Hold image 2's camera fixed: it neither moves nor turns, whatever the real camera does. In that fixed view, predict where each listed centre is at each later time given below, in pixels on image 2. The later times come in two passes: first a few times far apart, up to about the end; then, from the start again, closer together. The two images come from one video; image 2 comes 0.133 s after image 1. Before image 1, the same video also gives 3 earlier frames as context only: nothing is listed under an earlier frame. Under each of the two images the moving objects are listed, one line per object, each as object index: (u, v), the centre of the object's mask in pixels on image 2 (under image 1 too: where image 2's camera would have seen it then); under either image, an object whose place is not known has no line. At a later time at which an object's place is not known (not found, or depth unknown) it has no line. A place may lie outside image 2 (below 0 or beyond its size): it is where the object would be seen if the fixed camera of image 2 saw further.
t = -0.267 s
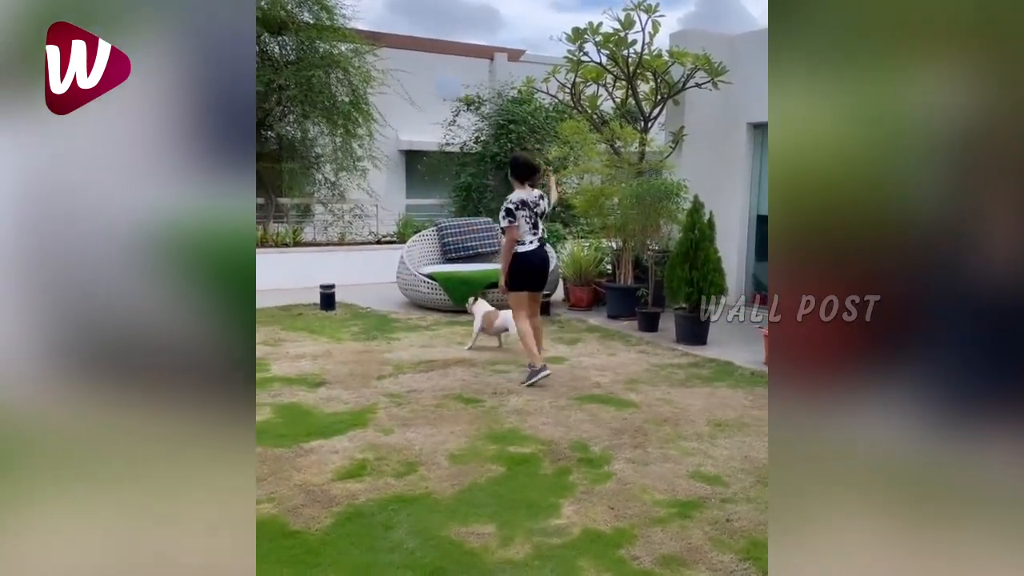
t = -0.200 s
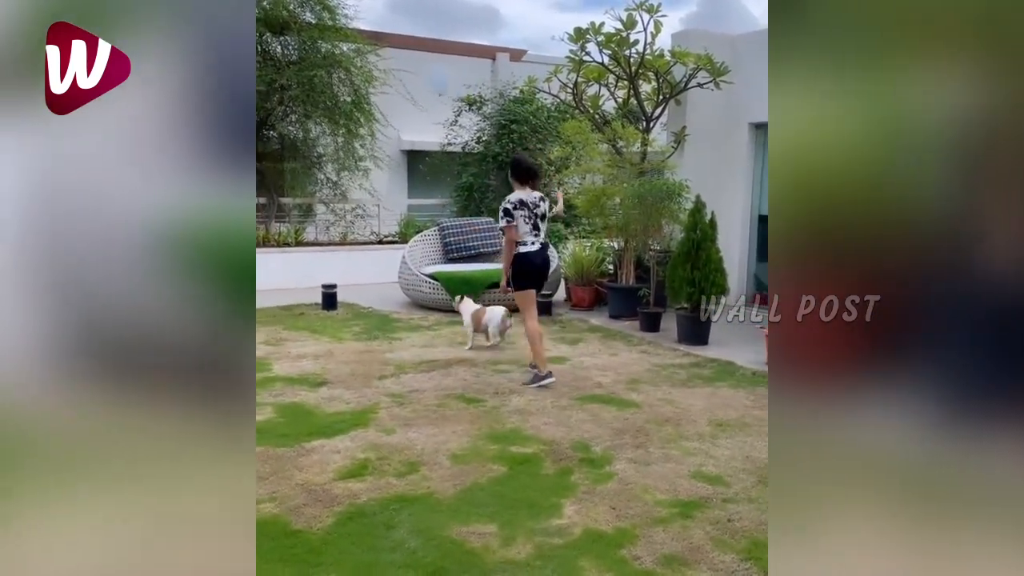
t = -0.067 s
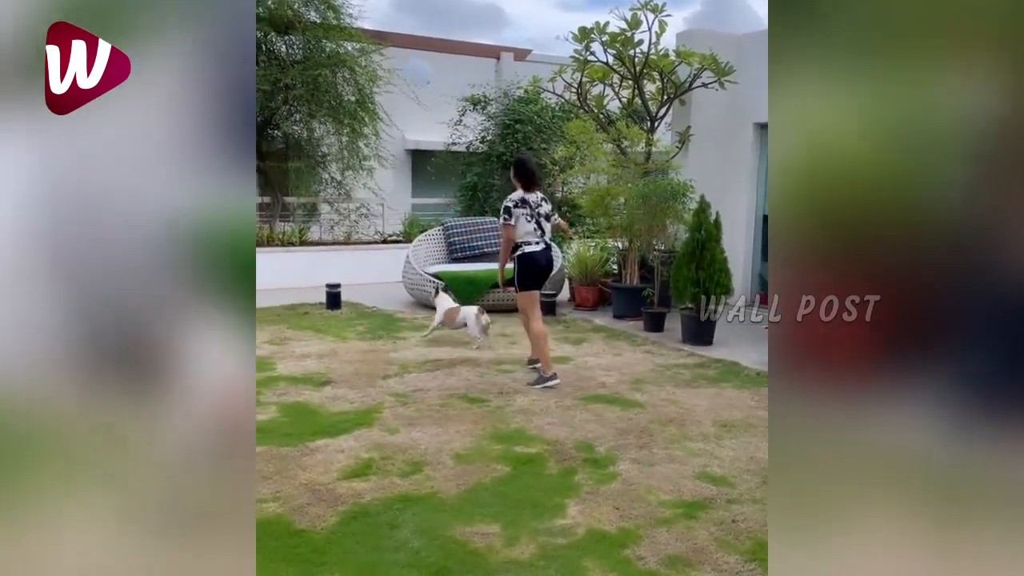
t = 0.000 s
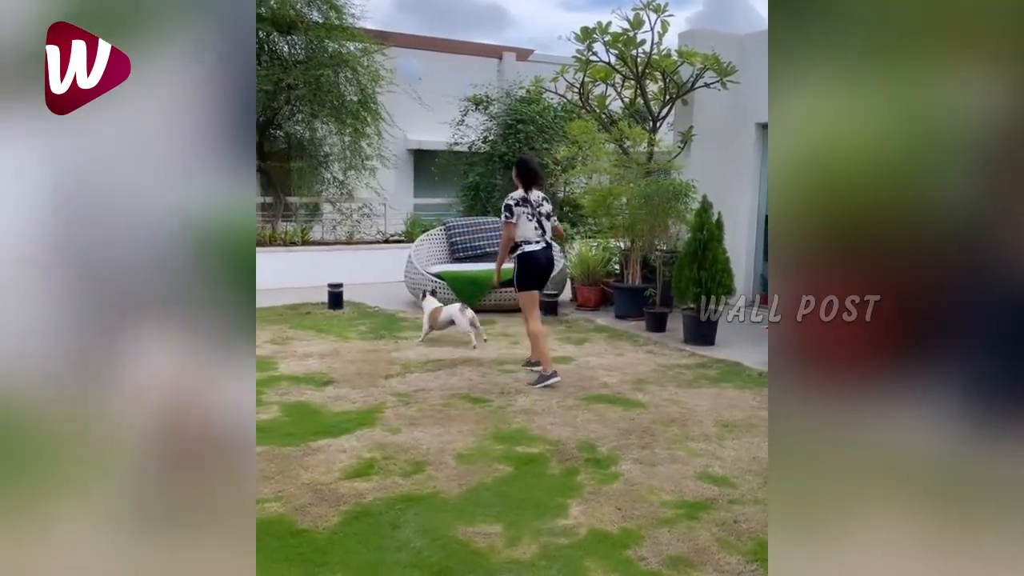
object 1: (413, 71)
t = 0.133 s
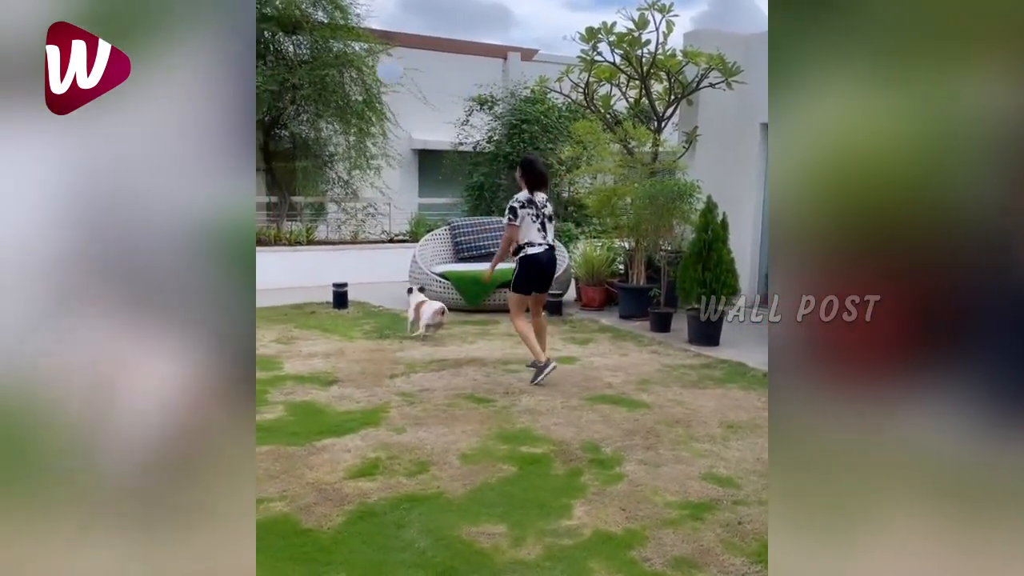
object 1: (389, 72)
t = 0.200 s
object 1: (380, 72)
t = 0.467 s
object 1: (339, 83)
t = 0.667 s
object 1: (312, 93)
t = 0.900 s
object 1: (288, 106)
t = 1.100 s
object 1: (268, 115)
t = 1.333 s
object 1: (256, 127)
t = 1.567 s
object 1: (254, 140)
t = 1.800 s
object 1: (253, 155)
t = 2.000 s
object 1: (254, 167)
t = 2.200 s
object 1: (256, 175)
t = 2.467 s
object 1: (255, 183)
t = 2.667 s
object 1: (250, 192)
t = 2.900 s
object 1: (240, 205)
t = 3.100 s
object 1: (230, 222)
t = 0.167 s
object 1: (384, 71)
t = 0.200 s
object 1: (380, 72)
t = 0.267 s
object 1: (369, 74)
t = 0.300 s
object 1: (364, 75)
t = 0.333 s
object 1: (359, 77)
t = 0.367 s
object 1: (354, 79)
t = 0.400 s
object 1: (349, 80)
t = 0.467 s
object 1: (339, 83)
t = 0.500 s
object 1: (334, 85)
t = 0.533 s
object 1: (329, 86)
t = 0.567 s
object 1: (325, 88)
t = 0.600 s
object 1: (320, 89)
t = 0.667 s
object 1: (312, 93)
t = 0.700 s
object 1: (308, 94)
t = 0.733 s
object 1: (305, 96)
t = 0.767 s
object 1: (301, 98)
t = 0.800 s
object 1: (298, 100)
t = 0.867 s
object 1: (291, 104)
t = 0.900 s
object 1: (288, 106)
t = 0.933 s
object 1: (285, 107)
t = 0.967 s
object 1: (281, 109)
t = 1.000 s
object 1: (278, 111)
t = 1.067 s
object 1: (271, 114)
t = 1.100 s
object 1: (268, 115)
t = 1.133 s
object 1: (266, 117)
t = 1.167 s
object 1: (263, 119)
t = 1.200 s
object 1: (261, 120)
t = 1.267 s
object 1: (258, 123)
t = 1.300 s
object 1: (257, 125)
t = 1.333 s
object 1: (256, 127)
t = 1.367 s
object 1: (255, 128)
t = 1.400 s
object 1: (254, 130)
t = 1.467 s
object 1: (253, 134)
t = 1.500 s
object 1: (253, 136)
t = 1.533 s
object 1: (254, 138)
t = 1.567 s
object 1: (254, 140)
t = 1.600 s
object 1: (254, 142)
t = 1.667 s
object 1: (253, 146)
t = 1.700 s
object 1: (253, 148)
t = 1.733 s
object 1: (253, 150)
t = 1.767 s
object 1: (253, 153)
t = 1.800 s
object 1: (253, 155)
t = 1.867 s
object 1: (253, 160)
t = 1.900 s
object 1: (253, 162)
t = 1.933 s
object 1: (253, 164)
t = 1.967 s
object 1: (254, 166)
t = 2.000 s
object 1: (254, 167)
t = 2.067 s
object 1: (254, 170)
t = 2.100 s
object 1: (255, 172)
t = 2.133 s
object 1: (255, 173)
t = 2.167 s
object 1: (255, 174)
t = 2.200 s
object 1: (256, 175)
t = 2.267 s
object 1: (256, 176)
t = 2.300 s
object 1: (256, 177)
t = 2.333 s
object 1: (256, 178)
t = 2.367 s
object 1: (256, 179)
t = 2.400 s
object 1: (256, 180)
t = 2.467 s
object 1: (255, 183)
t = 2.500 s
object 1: (255, 184)
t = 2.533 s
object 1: (254, 185)
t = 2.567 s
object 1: (253, 187)
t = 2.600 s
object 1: (252, 188)
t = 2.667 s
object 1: (250, 192)
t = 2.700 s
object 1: (248, 193)
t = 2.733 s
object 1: (247, 196)
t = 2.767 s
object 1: (245, 198)
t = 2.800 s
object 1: (244, 200)
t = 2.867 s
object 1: (242, 203)
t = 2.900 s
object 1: (240, 205)
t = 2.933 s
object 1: (238, 208)
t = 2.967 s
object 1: (236, 211)
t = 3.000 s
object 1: (235, 213)
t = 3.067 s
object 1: (232, 219)
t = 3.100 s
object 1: (230, 222)
